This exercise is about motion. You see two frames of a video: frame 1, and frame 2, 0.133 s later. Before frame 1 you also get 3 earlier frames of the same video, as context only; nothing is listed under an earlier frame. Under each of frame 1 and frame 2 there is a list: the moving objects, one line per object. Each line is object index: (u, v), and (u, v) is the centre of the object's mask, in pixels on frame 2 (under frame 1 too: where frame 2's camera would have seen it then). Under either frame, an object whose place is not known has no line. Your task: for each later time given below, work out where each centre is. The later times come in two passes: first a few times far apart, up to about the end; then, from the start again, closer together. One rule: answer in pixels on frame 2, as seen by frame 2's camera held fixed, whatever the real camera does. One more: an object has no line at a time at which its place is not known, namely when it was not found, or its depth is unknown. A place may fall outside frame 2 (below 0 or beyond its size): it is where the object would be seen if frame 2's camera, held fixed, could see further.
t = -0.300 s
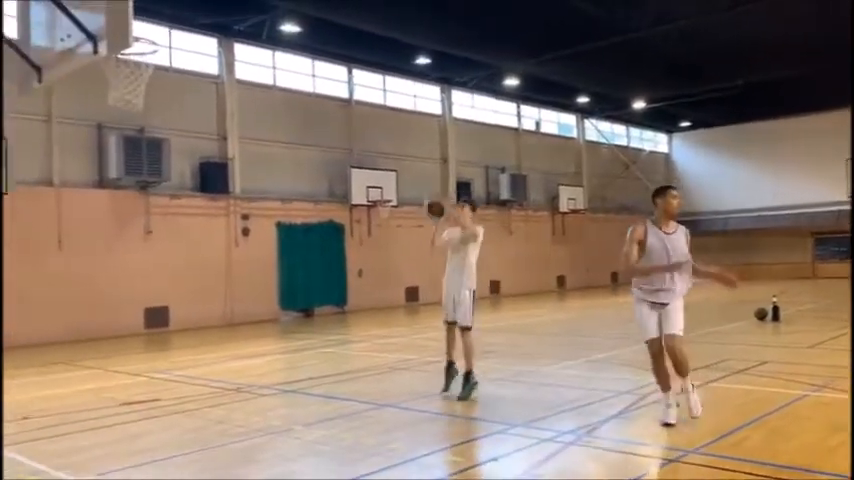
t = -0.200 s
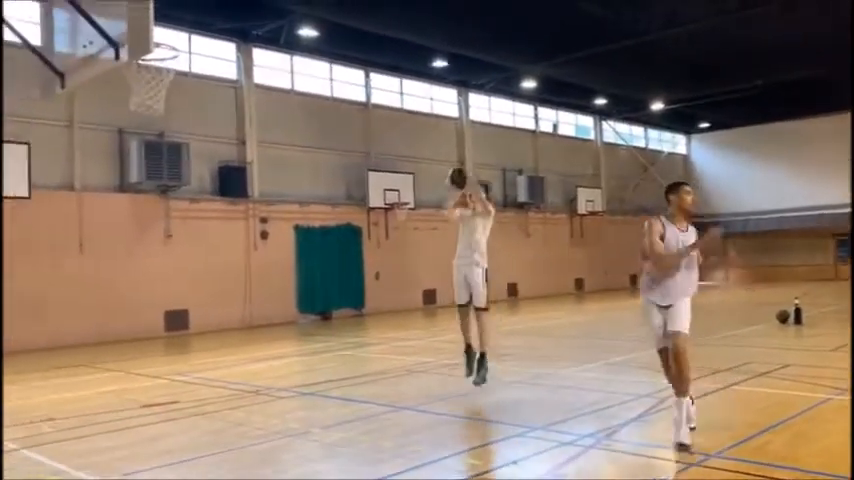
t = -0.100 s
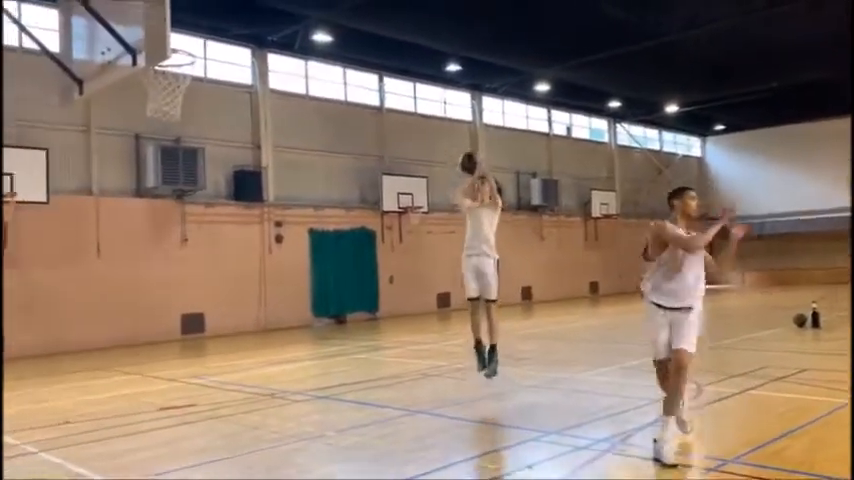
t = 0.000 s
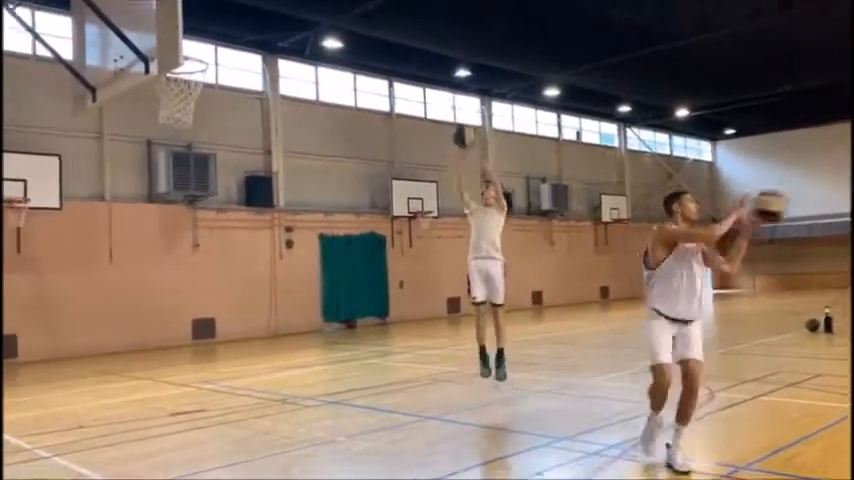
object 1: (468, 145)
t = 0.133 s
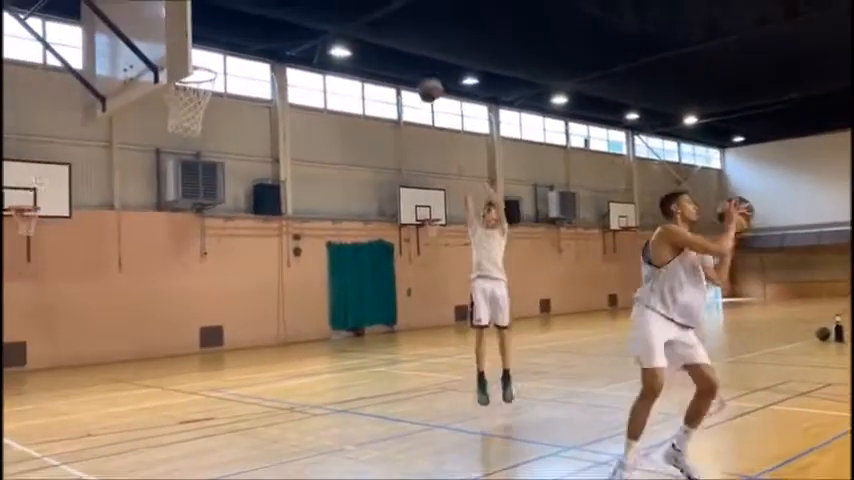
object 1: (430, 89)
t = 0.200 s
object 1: (408, 67)
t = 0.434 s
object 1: (324, 24)
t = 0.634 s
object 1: (244, 28)
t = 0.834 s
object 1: (169, 100)
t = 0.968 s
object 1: (196, 155)
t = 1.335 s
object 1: (254, 433)
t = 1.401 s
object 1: (266, 430)
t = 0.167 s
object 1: (422, 77)
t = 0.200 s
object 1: (408, 67)
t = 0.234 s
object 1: (397, 59)
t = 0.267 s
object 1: (384, 51)
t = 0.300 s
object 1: (373, 43)
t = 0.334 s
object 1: (361, 38)
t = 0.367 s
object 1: (349, 29)
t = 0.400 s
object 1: (336, 26)
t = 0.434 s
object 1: (324, 24)
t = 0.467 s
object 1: (311, 21)
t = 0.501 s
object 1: (298, 20)
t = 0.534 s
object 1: (284, 20)
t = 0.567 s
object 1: (272, 23)
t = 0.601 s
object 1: (257, 25)
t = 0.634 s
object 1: (244, 28)
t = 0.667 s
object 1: (230, 34)
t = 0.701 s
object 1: (215, 42)
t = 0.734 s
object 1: (202, 52)
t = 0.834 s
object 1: (169, 100)
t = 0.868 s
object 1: (167, 110)
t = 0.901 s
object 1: (190, 124)
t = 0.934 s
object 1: (190, 137)
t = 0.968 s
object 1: (196, 155)
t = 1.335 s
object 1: (254, 433)
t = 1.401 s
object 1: (266, 430)
